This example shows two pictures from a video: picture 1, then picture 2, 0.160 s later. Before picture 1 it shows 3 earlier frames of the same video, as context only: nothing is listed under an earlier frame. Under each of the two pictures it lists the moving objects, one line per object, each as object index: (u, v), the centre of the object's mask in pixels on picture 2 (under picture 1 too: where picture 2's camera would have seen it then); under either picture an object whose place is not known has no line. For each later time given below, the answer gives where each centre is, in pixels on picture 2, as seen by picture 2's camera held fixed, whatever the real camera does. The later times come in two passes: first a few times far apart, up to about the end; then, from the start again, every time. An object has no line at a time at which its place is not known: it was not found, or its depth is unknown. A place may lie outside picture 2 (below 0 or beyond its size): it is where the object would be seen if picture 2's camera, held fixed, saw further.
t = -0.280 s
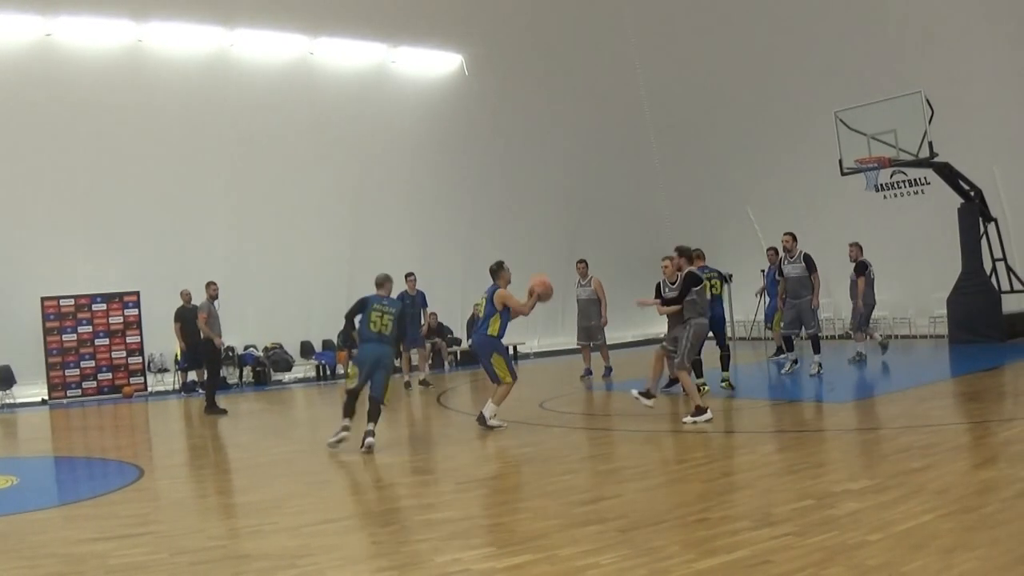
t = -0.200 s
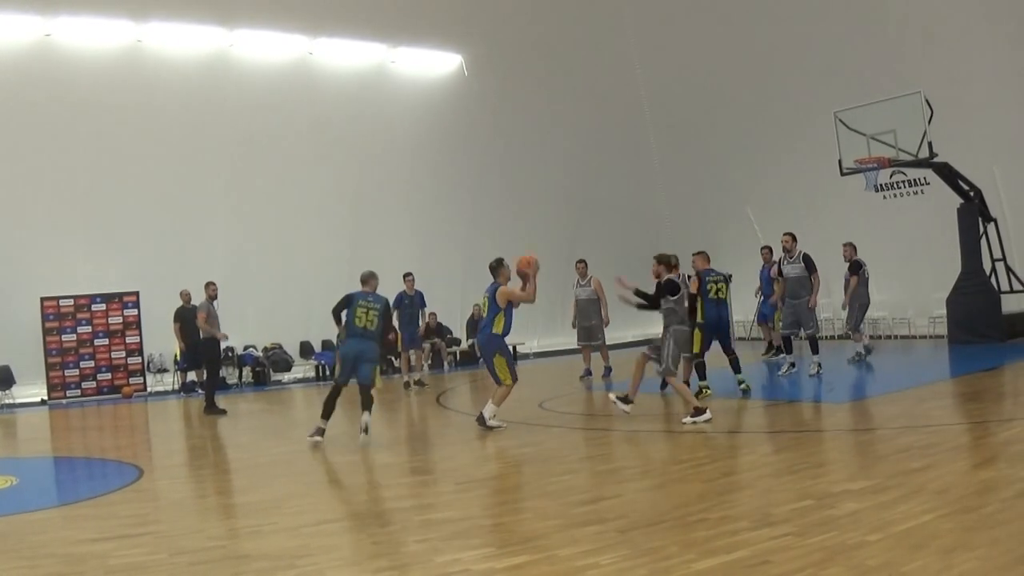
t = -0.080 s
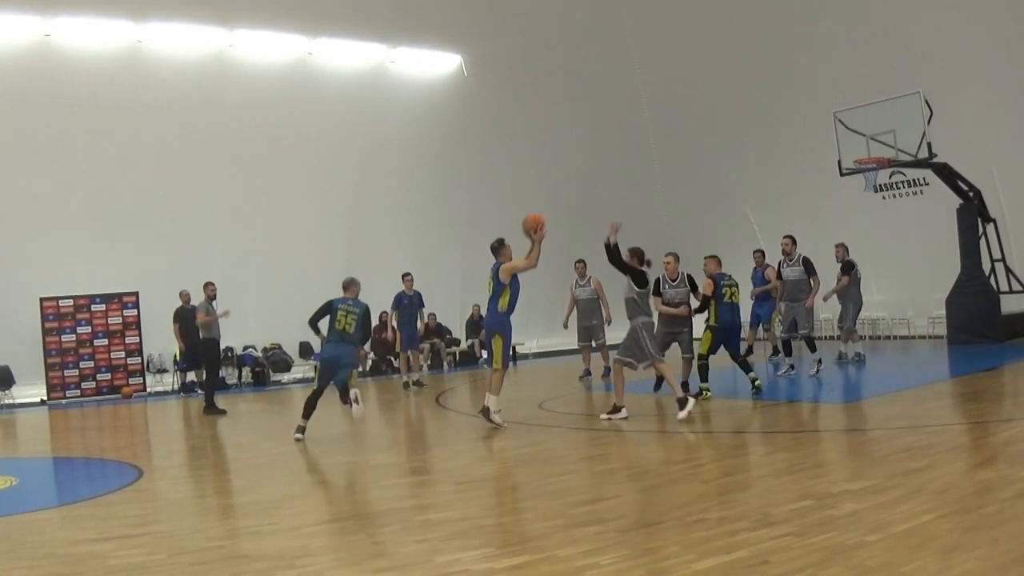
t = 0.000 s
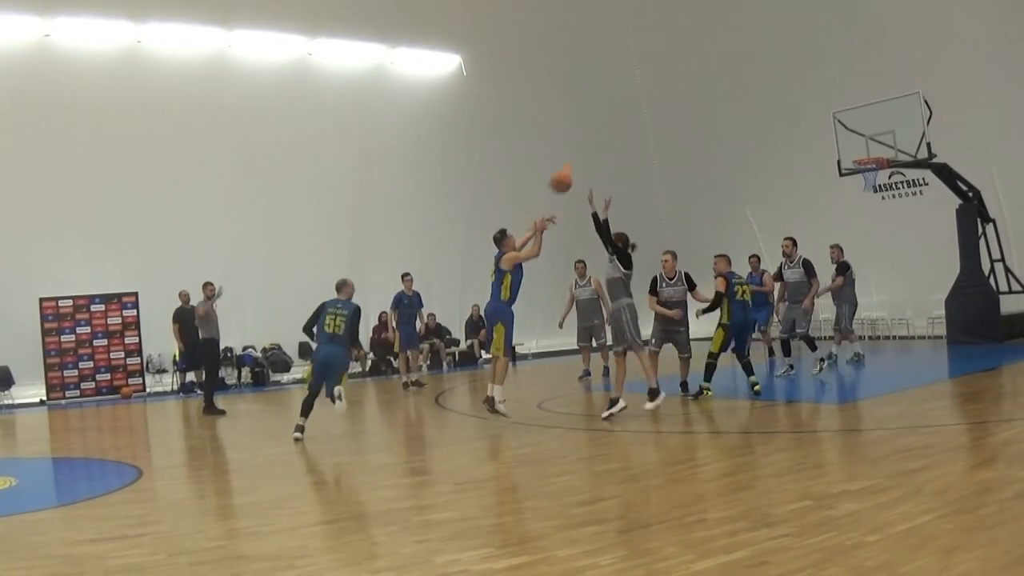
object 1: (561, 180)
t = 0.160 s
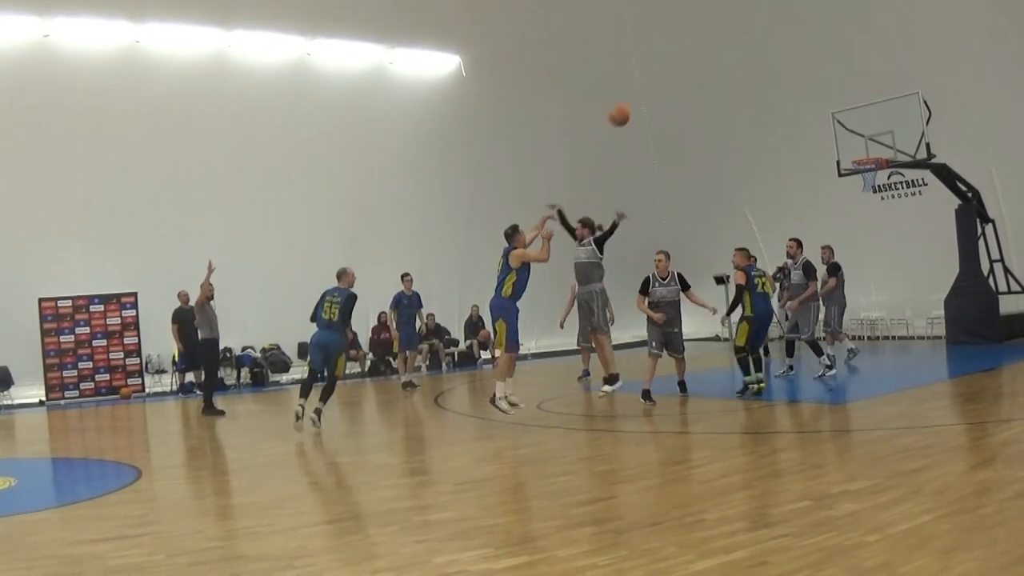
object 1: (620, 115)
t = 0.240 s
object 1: (647, 93)
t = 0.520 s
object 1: (731, 61)
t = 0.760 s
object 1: (796, 80)
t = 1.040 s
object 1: (866, 144)
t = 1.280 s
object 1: (850, 97)
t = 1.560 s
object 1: (824, 64)
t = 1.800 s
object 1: (807, 73)
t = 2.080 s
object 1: (792, 126)
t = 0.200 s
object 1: (634, 102)
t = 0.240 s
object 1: (647, 93)
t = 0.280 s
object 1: (660, 85)
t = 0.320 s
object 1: (673, 77)
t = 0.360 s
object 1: (685, 71)
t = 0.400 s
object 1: (697, 67)
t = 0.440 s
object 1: (709, 64)
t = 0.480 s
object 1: (720, 62)
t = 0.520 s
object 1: (731, 61)
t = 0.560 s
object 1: (743, 62)
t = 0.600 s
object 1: (753, 63)
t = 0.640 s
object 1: (764, 66)
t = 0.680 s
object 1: (775, 69)
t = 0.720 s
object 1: (785, 74)
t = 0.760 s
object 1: (796, 80)
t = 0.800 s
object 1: (806, 86)
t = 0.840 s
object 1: (816, 94)
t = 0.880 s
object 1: (826, 102)
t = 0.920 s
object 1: (836, 111)
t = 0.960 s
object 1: (845, 121)
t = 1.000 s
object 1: (855, 132)
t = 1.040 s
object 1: (866, 144)
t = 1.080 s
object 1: (871, 151)
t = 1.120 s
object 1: (867, 139)
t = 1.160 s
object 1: (863, 127)
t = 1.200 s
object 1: (859, 116)
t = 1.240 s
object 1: (854, 106)
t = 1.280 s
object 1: (850, 97)
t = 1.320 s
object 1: (846, 90)
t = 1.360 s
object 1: (842, 83)
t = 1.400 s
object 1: (838, 77)
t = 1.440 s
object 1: (835, 72)
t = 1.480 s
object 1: (831, 68)
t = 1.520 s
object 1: (828, 66)
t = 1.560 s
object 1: (824, 64)
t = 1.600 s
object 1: (821, 63)
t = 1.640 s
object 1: (818, 63)
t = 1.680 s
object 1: (815, 64)
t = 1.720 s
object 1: (812, 66)
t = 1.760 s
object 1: (810, 69)
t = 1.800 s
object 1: (807, 73)
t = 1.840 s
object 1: (806, 77)
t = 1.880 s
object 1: (803, 83)
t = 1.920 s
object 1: (800, 90)
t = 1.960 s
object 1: (798, 97)
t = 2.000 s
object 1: (796, 106)
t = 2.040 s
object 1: (794, 116)
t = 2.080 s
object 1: (792, 126)
